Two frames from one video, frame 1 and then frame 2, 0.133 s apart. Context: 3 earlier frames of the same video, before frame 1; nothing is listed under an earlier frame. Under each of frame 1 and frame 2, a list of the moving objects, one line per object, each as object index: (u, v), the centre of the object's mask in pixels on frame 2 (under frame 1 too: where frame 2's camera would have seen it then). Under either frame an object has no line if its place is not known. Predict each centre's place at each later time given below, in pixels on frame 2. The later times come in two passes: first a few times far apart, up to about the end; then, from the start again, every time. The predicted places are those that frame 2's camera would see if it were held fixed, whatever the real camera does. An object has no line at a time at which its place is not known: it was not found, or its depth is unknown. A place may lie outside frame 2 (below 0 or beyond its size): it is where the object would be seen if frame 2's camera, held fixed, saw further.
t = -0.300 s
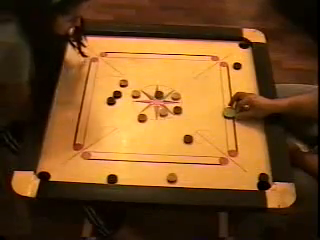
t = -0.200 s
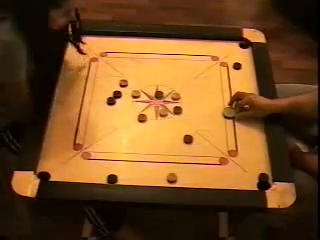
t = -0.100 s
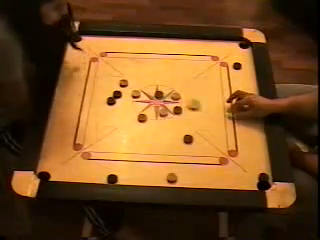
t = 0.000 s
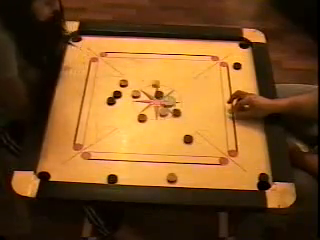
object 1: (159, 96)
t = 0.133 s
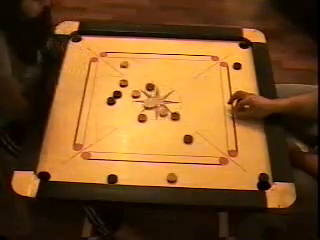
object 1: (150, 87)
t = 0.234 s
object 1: (145, 83)
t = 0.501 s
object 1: (141, 80)
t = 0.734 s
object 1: (142, 80)
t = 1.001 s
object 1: (141, 80)
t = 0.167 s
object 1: (147, 85)
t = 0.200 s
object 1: (146, 84)
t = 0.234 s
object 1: (145, 83)
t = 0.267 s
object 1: (143, 81)
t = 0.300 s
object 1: (142, 81)
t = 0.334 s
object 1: (142, 80)
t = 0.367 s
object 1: (142, 80)
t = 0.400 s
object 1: (141, 80)
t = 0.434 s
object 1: (141, 80)
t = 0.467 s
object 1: (141, 80)
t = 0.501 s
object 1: (141, 80)
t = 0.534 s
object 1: (141, 80)
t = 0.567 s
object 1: (141, 80)
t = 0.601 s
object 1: (141, 80)
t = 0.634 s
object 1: (141, 80)
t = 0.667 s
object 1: (141, 80)
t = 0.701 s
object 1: (141, 80)
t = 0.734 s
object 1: (142, 80)
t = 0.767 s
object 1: (142, 80)
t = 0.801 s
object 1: (141, 80)
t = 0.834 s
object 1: (142, 80)
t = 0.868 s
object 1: (142, 80)
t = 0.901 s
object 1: (142, 80)
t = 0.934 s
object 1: (141, 80)
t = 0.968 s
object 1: (142, 80)
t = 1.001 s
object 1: (141, 80)
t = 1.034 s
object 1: (141, 80)
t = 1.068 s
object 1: (141, 80)
